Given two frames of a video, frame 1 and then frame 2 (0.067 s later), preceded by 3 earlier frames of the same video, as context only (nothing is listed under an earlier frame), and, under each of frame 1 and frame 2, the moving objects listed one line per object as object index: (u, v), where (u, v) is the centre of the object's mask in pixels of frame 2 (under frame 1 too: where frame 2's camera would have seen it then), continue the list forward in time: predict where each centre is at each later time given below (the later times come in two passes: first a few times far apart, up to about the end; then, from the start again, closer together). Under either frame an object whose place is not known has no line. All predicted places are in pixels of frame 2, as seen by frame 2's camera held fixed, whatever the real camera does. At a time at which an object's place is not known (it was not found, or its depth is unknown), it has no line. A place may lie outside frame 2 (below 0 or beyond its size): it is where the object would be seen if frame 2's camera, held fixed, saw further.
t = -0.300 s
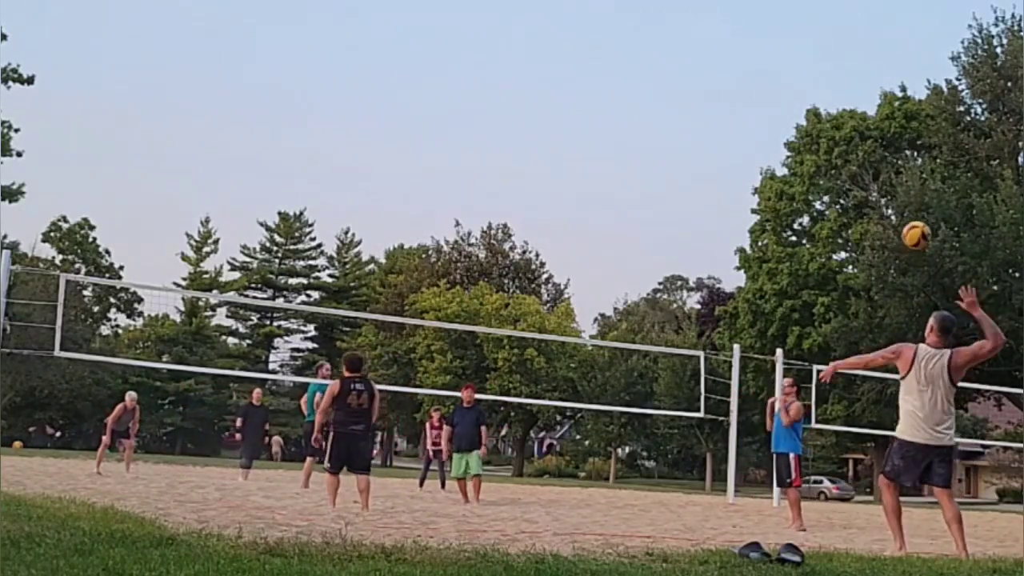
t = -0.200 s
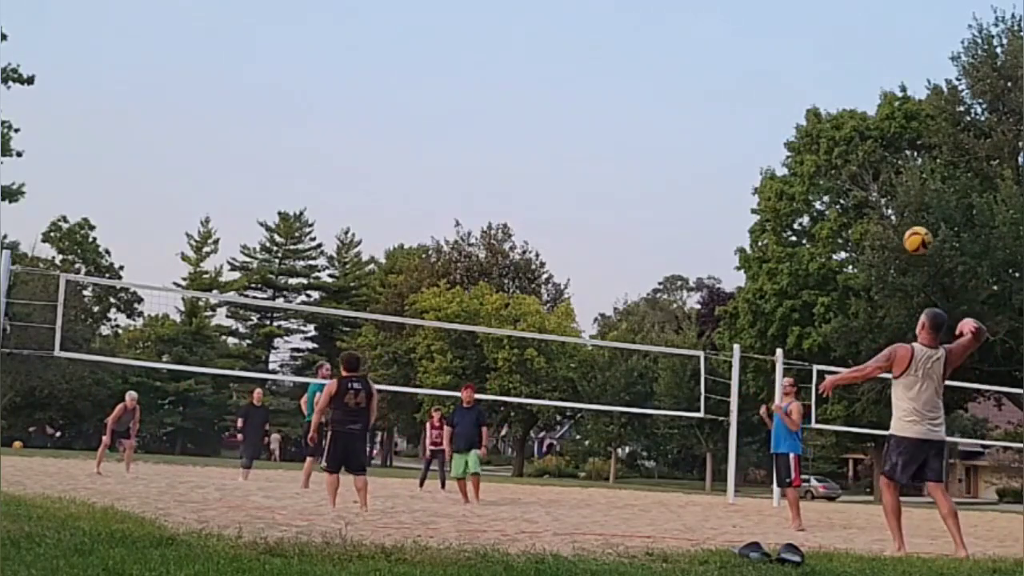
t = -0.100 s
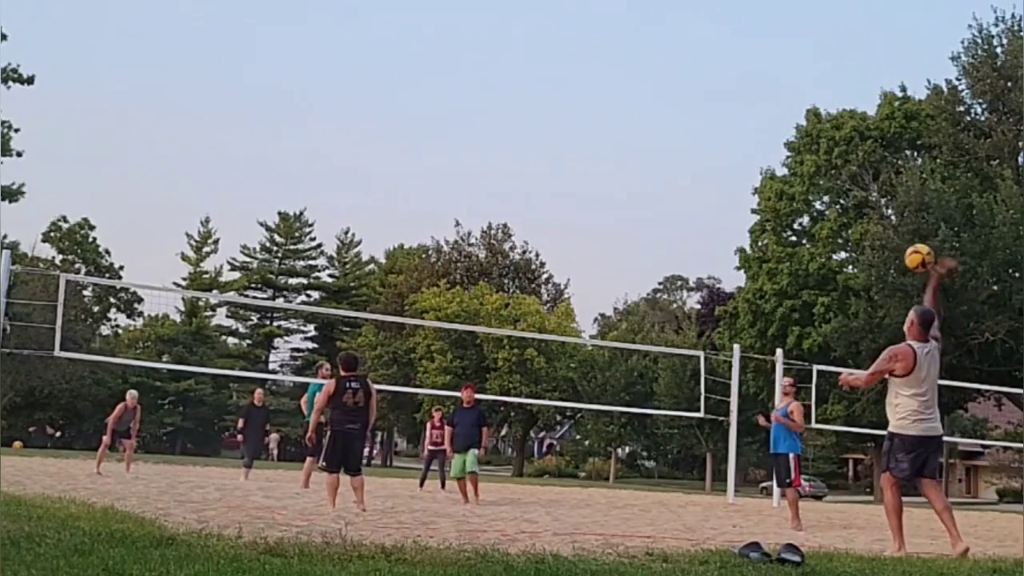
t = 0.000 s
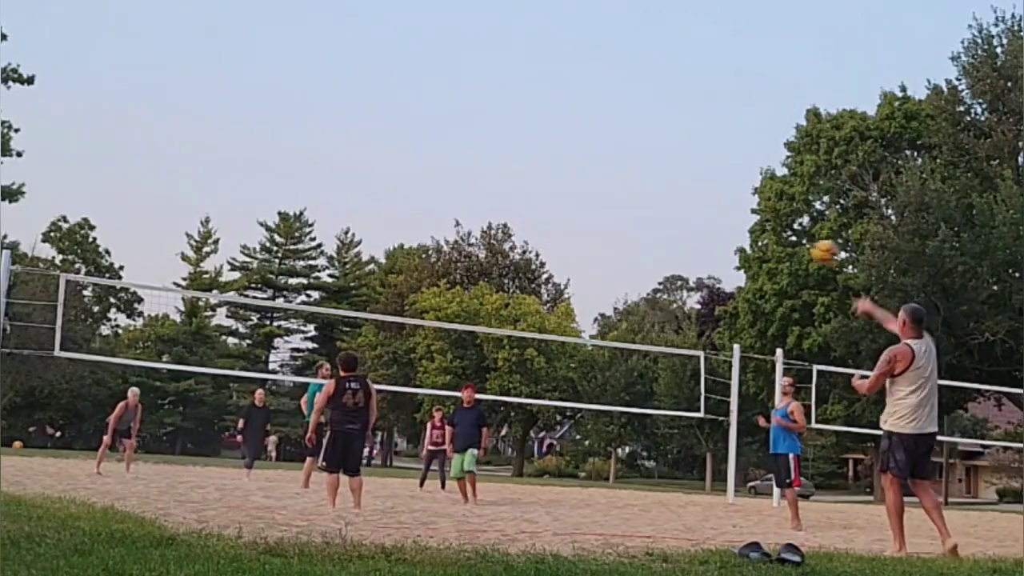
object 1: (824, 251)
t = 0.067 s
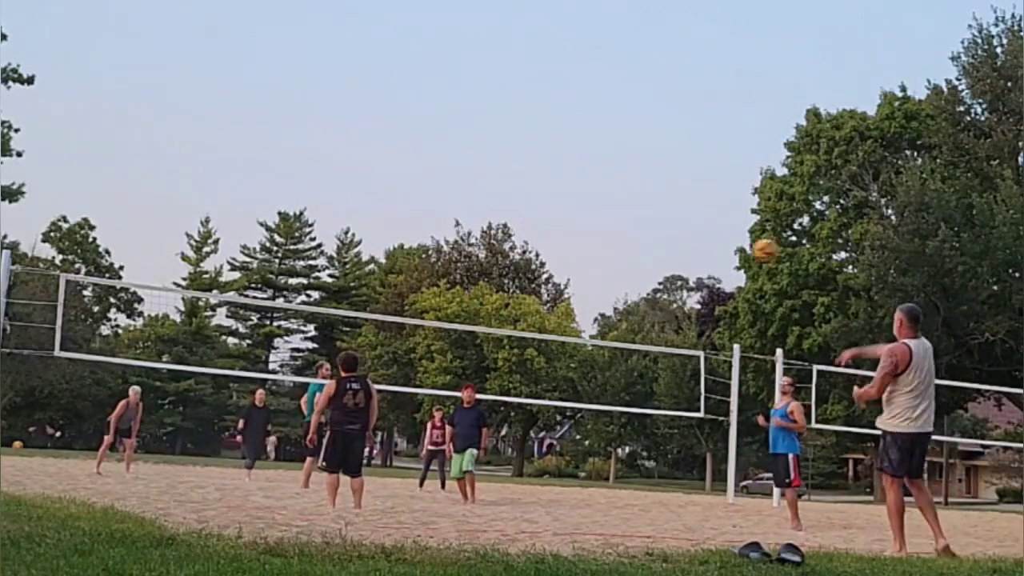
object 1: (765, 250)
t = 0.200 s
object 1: (667, 256)
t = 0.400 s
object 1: (560, 288)
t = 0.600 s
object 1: (485, 340)
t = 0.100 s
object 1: (738, 251)
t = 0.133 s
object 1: (713, 252)
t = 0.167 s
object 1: (689, 254)
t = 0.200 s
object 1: (667, 256)
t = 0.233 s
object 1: (646, 260)
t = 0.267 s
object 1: (627, 264)
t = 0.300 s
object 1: (609, 269)
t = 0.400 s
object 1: (560, 288)
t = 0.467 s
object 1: (532, 303)
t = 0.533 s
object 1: (508, 319)
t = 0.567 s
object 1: (497, 330)
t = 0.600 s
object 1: (485, 340)
